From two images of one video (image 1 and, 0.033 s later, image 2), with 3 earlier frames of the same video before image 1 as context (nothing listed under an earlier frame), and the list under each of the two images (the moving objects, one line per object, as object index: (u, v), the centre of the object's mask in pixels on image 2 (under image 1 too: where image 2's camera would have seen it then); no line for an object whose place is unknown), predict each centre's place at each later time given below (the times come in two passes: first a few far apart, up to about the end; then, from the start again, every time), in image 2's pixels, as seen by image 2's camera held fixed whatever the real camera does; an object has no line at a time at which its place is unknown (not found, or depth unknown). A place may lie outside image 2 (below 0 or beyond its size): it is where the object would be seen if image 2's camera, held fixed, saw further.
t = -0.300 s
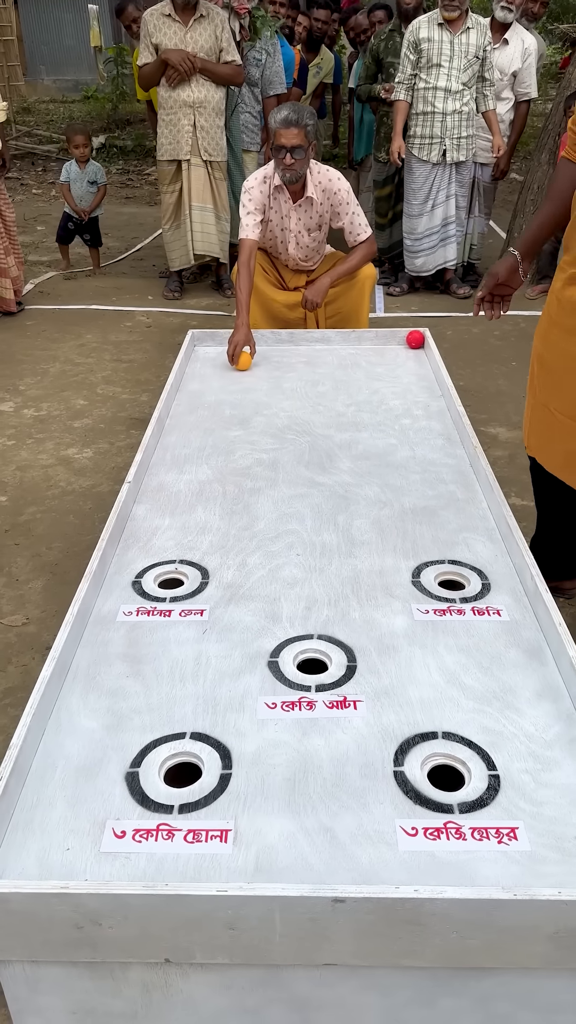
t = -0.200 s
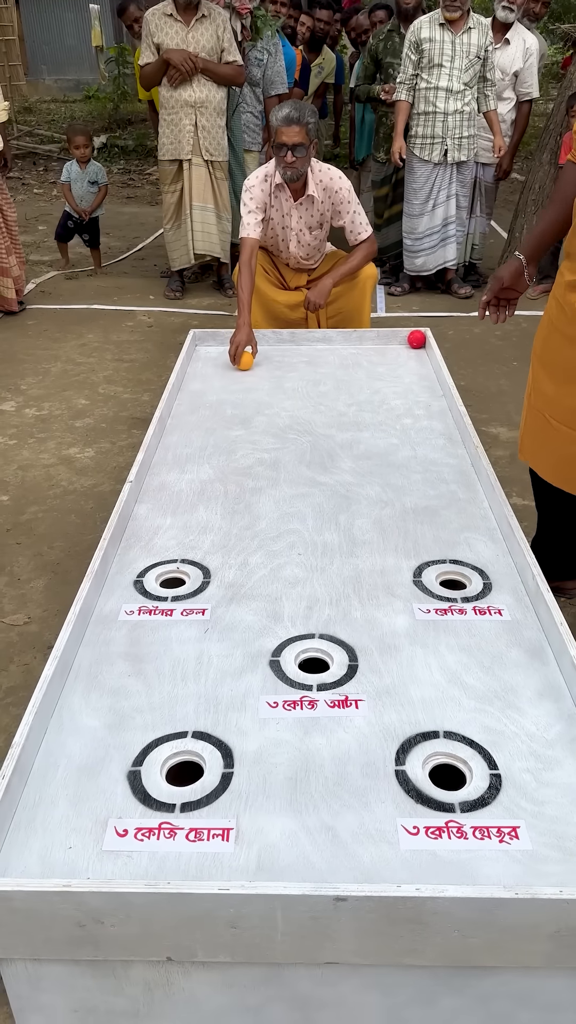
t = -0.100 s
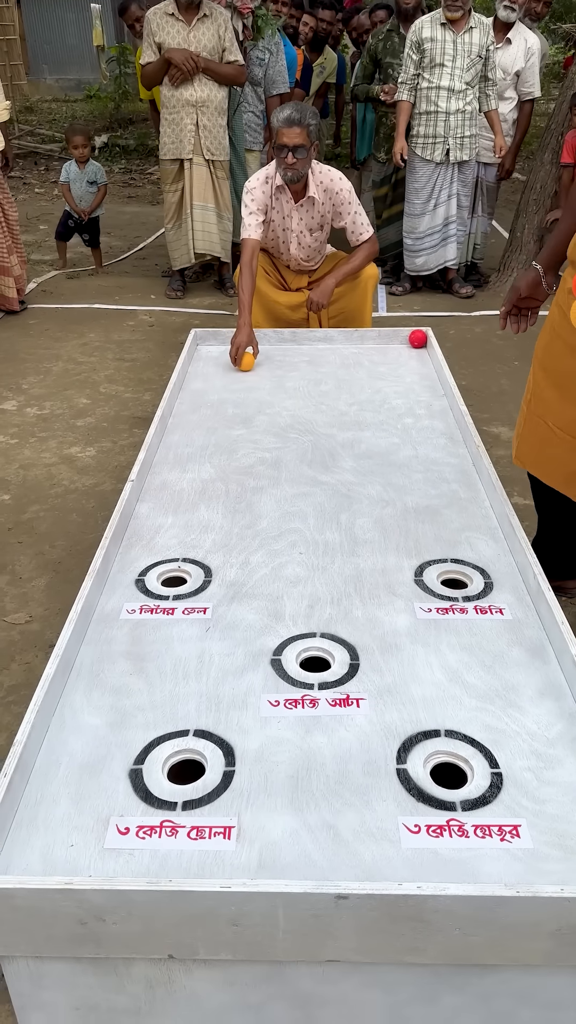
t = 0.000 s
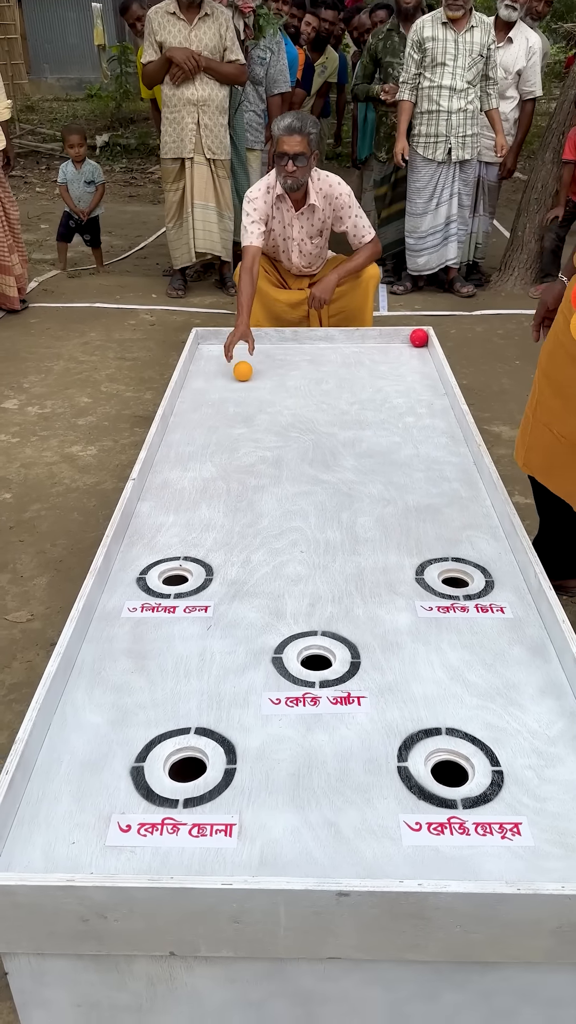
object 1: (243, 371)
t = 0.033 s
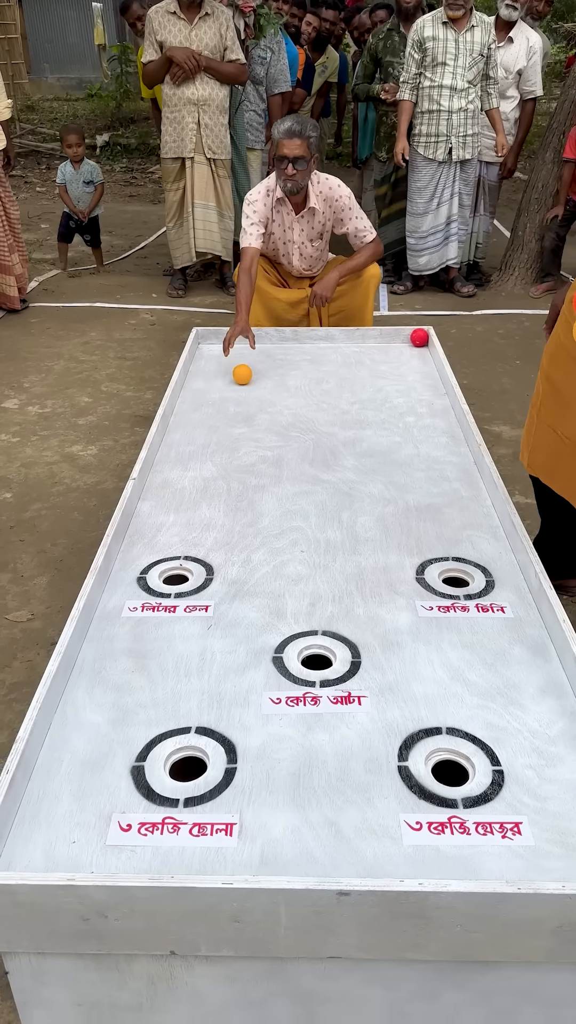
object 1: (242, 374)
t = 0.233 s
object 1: (237, 397)
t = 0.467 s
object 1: (231, 425)
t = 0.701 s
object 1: (228, 455)
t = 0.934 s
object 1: (227, 487)
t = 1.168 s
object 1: (229, 520)
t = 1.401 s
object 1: (234, 554)
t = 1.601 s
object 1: (241, 583)
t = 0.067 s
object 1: (241, 378)
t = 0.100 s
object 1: (240, 382)
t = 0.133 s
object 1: (239, 386)
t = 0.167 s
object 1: (238, 389)
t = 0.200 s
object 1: (238, 393)
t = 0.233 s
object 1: (237, 397)
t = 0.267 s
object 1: (236, 401)
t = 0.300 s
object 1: (235, 405)
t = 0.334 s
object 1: (234, 409)
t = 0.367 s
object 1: (233, 413)
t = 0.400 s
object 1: (232, 417)
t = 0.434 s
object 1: (232, 421)
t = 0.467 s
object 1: (231, 425)
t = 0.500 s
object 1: (230, 429)
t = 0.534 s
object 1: (230, 434)
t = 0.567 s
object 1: (229, 438)
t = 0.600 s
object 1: (229, 442)
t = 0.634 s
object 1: (229, 446)
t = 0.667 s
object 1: (228, 451)
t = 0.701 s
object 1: (228, 455)
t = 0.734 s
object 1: (228, 460)
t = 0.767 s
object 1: (227, 464)
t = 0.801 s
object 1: (227, 469)
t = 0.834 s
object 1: (227, 473)
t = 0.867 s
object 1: (227, 478)
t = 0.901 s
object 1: (227, 482)
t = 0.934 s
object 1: (227, 487)
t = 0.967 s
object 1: (227, 492)
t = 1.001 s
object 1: (227, 496)
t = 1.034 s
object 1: (227, 501)
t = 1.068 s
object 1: (228, 506)
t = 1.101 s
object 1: (228, 510)
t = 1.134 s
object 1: (228, 515)
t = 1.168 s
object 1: (229, 520)
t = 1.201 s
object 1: (229, 525)
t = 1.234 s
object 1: (230, 530)
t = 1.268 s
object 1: (231, 534)
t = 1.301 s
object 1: (231, 539)
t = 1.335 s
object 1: (232, 544)
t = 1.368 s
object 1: (233, 549)
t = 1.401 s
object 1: (234, 554)
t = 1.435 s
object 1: (235, 558)
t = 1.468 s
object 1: (236, 563)
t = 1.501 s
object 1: (237, 568)
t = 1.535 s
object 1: (238, 573)
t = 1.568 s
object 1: (239, 578)
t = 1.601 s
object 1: (241, 583)
